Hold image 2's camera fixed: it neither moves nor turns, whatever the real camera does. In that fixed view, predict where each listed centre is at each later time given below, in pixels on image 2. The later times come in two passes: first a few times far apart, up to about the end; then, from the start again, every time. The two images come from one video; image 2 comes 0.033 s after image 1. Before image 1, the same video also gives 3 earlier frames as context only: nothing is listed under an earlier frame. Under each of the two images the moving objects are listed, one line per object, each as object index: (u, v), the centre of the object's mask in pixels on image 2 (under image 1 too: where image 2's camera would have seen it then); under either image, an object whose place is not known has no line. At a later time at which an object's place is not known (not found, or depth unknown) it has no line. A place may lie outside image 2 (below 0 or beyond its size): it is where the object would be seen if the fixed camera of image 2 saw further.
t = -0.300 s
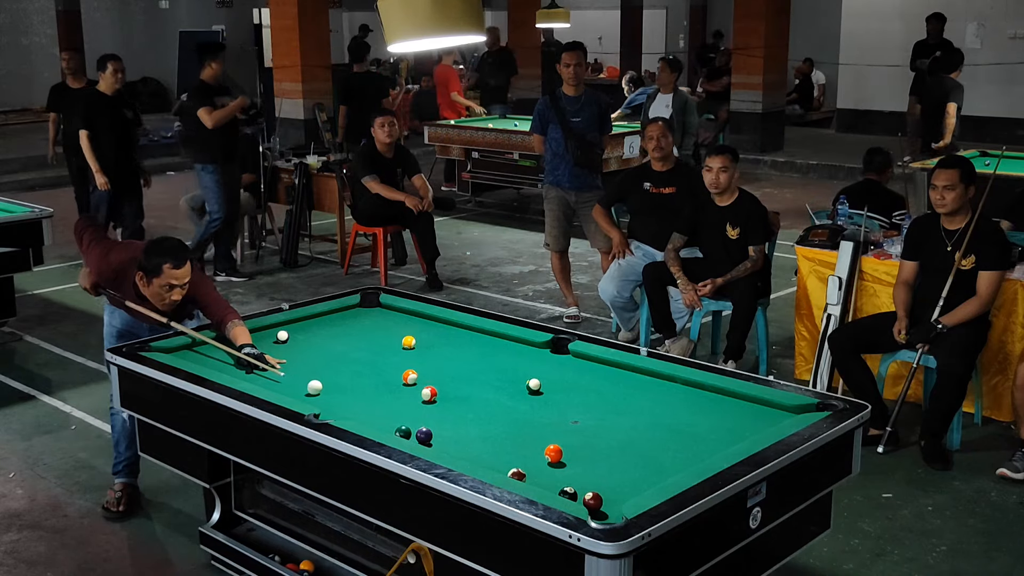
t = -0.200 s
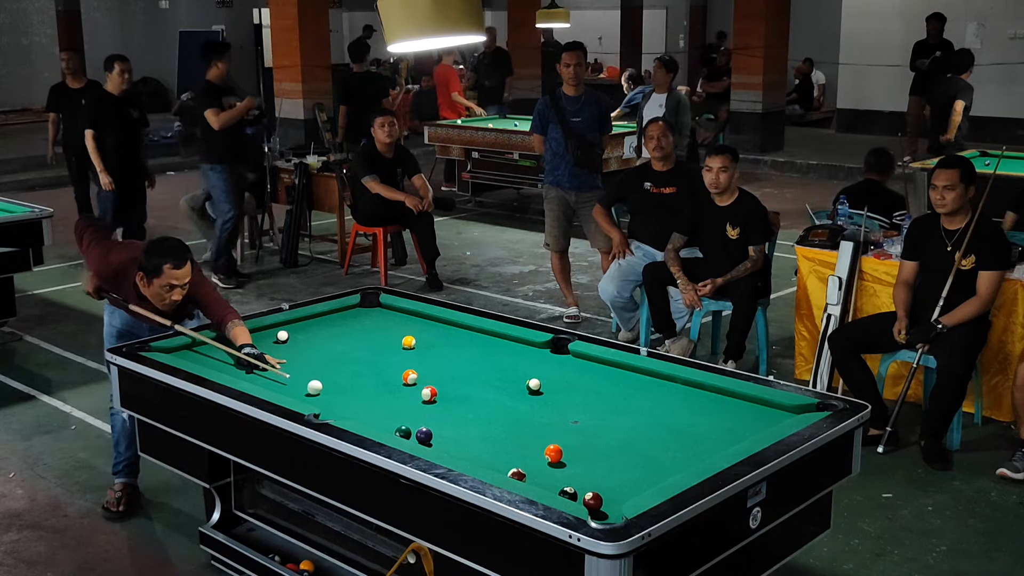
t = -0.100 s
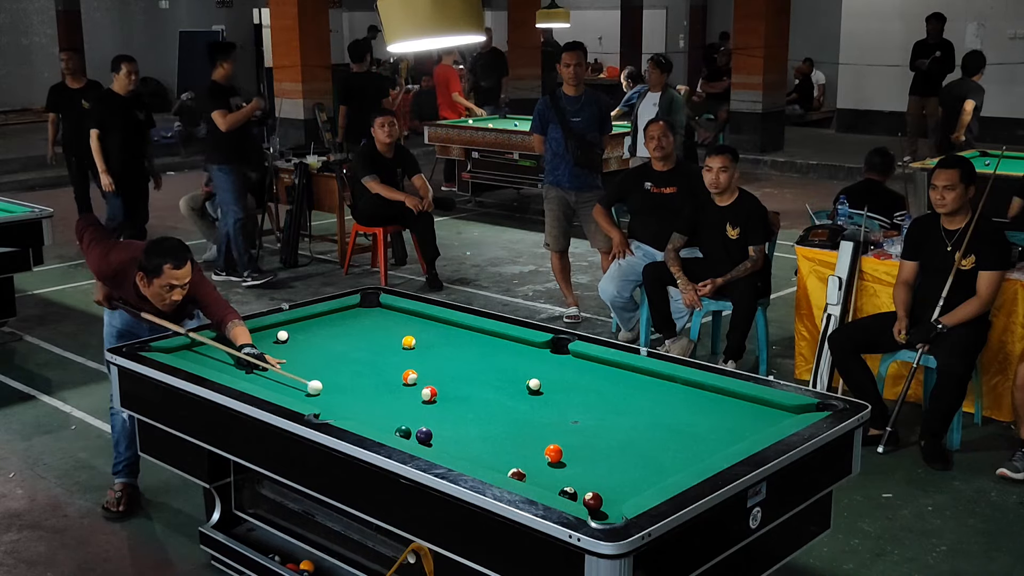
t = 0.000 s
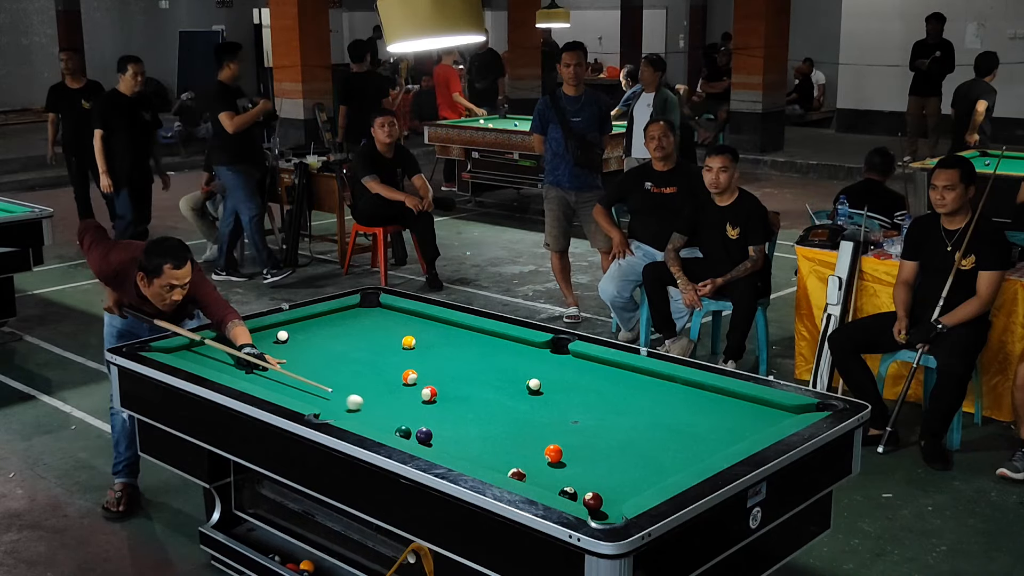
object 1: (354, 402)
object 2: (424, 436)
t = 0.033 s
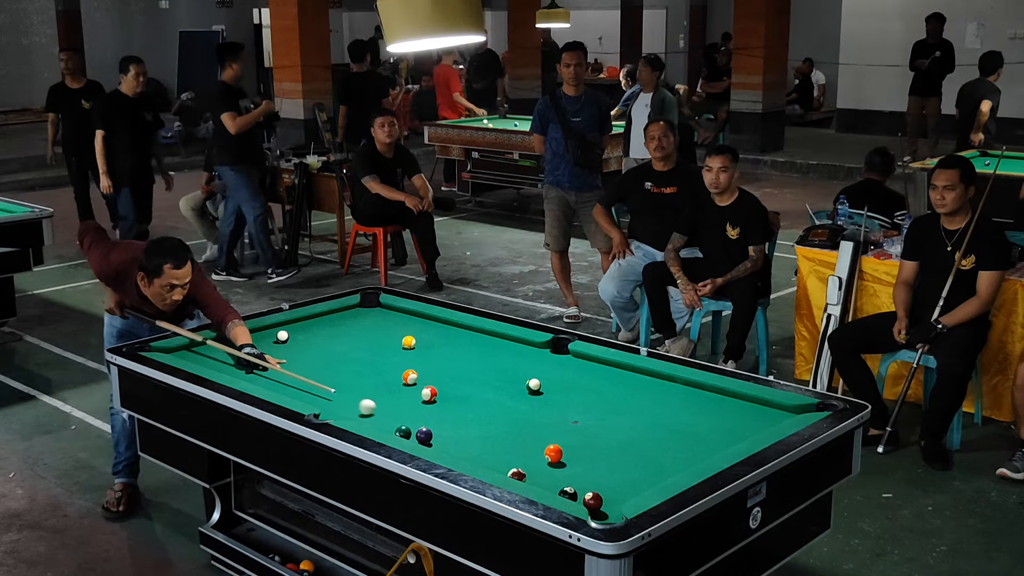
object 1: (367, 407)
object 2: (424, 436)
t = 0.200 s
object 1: (432, 427)
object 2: (424, 436)
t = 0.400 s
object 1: (522, 439)
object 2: (437, 443)
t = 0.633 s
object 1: (633, 453)
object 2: (468, 442)
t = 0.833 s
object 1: (691, 454)
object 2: (493, 441)
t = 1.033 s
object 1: (660, 431)
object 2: (515, 440)
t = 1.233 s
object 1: (634, 411)
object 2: (536, 439)
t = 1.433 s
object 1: (610, 394)
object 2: (554, 437)
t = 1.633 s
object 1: (590, 378)
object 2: (571, 438)
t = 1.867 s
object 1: (569, 363)
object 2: (587, 437)
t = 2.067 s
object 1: (554, 351)
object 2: (599, 437)
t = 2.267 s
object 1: (546, 348)
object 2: (609, 437)
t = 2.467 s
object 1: (547, 355)
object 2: (618, 436)
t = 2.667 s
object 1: (548, 362)
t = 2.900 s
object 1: (549, 370)
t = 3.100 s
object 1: (549, 376)
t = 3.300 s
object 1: (550, 382)
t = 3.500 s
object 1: (550, 387)
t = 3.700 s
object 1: (550, 392)
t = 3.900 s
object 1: (550, 397)
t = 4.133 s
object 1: (550, 401)
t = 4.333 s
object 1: (550, 405)
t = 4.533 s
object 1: (549, 408)
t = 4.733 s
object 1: (549, 410)
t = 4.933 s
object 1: (549, 411)
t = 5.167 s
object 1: (549, 412)
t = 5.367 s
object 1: (549, 412)
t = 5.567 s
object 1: (549, 412)
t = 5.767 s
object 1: (549, 412)
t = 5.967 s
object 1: (549, 412)
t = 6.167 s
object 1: (549, 412)
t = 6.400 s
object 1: (549, 412)
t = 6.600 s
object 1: (549, 412)
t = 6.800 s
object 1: (549, 412)
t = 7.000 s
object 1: (549, 412)
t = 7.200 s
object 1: (549, 412)
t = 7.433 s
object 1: (549, 412)
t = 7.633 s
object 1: (549, 412)
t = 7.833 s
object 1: (549, 412)
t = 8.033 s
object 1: (549, 412)
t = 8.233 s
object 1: (549, 412)
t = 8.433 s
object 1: (549, 412)
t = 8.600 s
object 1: (549, 412)
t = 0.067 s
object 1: (379, 411)
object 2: (424, 436)
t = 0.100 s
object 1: (392, 416)
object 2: (424, 436)
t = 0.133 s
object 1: (404, 419)
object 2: (424, 436)
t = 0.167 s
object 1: (417, 424)
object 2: (424, 436)
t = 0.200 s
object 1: (432, 427)
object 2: (424, 436)
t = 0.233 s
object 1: (446, 430)
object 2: (422, 438)
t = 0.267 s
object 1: (461, 432)
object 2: (421, 440)
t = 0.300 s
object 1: (477, 434)
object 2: (423, 441)
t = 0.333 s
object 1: (492, 436)
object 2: (428, 441)
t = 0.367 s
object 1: (507, 437)
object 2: (432, 442)
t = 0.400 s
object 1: (522, 439)
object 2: (437, 443)
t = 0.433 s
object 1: (538, 441)
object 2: (441, 443)
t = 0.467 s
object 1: (553, 441)
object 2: (446, 443)
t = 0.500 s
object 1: (569, 445)
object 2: (450, 443)
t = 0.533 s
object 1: (585, 447)
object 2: (455, 442)
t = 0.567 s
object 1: (601, 449)
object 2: (459, 442)
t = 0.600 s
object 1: (617, 451)
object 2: (464, 442)
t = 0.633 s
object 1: (633, 453)
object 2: (468, 442)
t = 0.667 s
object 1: (649, 455)
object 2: (473, 441)
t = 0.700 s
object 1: (665, 457)
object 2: (477, 441)
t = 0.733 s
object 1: (681, 459)
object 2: (481, 441)
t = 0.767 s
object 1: (697, 459)
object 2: (485, 441)
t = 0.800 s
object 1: (697, 457)
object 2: (489, 441)
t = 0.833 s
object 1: (691, 454)
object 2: (493, 441)
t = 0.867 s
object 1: (686, 450)
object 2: (497, 440)
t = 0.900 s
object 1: (680, 446)
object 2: (501, 440)
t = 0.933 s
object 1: (675, 442)
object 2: (505, 440)
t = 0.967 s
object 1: (670, 438)
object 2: (508, 440)
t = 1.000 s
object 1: (665, 435)
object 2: (512, 440)
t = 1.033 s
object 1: (660, 431)
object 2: (515, 440)
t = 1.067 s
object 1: (656, 428)
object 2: (519, 440)
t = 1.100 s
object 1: (651, 424)
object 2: (523, 439)
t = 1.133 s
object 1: (646, 421)
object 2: (526, 439)
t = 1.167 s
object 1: (642, 417)
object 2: (529, 439)
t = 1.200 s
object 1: (638, 414)
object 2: (533, 439)
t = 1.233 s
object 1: (634, 411)
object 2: (536, 439)
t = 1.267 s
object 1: (629, 408)
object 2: (539, 439)
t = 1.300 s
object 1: (625, 405)
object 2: (542, 439)
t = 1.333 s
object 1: (622, 402)
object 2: (545, 438)
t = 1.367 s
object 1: (618, 399)
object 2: (548, 438)
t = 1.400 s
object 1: (614, 396)
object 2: (551, 437)
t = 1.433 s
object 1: (610, 394)
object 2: (554, 437)
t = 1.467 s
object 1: (607, 391)
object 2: (557, 437)
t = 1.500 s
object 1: (603, 388)
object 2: (560, 438)
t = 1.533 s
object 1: (600, 386)
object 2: (563, 438)
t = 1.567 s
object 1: (596, 383)
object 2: (565, 438)
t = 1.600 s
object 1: (593, 381)
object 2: (568, 438)
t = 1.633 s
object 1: (590, 378)
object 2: (571, 438)
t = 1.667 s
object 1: (586, 376)
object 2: (573, 438)
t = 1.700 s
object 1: (584, 374)
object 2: (576, 437)
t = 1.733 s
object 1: (580, 371)
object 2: (578, 437)
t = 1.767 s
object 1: (577, 369)
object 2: (580, 437)
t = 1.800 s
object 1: (575, 367)
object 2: (583, 437)
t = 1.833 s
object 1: (572, 365)
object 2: (585, 437)
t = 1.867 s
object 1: (569, 363)
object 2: (587, 437)
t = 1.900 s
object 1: (566, 361)
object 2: (589, 437)
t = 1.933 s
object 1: (564, 359)
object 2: (592, 437)
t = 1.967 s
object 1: (561, 357)
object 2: (594, 437)
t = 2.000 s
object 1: (559, 355)
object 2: (596, 437)
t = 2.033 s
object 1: (556, 353)
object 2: (597, 437)
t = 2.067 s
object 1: (554, 351)
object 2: (599, 437)
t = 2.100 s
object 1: (551, 349)
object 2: (601, 437)
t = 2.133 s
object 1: (549, 347)
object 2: (603, 437)
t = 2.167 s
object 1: (546, 345)
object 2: (605, 437)
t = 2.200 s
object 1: (546, 345)
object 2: (606, 437)
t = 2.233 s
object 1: (546, 347)
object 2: (608, 437)
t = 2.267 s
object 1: (546, 348)
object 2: (609, 437)
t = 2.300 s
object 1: (547, 349)
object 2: (611, 437)
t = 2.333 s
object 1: (547, 351)
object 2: (612, 437)
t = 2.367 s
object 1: (547, 352)
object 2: (614, 437)
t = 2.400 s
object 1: (547, 353)
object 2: (615, 437)
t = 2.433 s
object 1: (547, 354)
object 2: (617, 437)
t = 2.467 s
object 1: (547, 355)
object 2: (618, 436)
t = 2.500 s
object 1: (547, 356)
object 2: (619, 436)
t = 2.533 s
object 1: (547, 358)
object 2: (620, 436)
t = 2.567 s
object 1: (548, 358)
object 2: (621, 436)
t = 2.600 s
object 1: (548, 360)
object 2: (623, 436)
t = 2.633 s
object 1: (548, 361)
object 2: (624, 436)
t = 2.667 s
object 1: (548, 362)
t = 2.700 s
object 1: (548, 363)
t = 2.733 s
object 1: (548, 364)
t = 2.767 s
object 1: (548, 366)
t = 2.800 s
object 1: (549, 367)
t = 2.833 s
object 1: (549, 368)
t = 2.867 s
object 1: (549, 369)
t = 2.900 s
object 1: (549, 370)
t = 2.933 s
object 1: (549, 371)
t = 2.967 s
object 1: (549, 372)
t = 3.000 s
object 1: (549, 373)
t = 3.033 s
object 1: (549, 374)
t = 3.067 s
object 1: (549, 375)
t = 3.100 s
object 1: (549, 376)
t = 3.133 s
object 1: (549, 377)
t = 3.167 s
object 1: (549, 378)
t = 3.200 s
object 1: (549, 379)
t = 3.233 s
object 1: (550, 380)
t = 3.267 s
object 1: (549, 381)
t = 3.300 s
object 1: (550, 382)
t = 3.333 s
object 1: (550, 383)
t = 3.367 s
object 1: (550, 383)
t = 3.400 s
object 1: (550, 384)
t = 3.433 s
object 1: (550, 385)
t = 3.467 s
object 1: (550, 386)
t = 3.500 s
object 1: (550, 387)
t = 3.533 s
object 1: (550, 388)
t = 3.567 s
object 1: (550, 389)
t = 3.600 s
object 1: (550, 390)
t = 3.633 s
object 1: (550, 391)
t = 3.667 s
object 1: (550, 391)
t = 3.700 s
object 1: (550, 392)
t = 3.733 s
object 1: (550, 393)
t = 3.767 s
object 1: (550, 394)
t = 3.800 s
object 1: (550, 394)
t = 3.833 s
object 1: (550, 395)
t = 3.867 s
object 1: (550, 396)
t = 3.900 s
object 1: (550, 397)
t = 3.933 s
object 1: (550, 397)
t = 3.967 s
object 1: (550, 398)
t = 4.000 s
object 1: (550, 399)
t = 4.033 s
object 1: (550, 400)
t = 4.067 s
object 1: (550, 400)
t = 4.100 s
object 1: (550, 401)
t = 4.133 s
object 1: (550, 401)
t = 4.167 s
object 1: (550, 402)
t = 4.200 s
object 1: (550, 402)
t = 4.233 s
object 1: (550, 403)
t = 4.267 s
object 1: (550, 404)
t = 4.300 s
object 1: (550, 404)
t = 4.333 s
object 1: (550, 405)
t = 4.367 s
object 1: (550, 405)
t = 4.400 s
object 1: (550, 406)
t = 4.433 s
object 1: (550, 406)
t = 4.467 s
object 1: (550, 406)
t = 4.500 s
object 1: (549, 407)
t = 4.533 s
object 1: (549, 408)
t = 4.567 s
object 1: (549, 408)
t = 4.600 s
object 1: (549, 408)
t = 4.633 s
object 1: (549, 409)
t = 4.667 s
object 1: (549, 409)
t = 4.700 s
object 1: (549, 409)
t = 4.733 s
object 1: (549, 410)
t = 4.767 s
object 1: (549, 410)
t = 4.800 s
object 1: (549, 410)
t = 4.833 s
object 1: (549, 411)
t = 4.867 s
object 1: (549, 411)
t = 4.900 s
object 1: (549, 411)
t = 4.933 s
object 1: (549, 411)
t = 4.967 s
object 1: (549, 411)
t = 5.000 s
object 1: (549, 411)
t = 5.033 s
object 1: (549, 412)
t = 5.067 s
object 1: (549, 412)
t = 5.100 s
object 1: (549, 412)
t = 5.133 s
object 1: (549, 412)
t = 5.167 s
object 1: (549, 412)
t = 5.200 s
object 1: (548, 412)
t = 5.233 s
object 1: (549, 412)
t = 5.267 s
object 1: (549, 412)
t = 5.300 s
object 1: (549, 412)
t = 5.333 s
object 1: (549, 412)
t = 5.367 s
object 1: (549, 412)
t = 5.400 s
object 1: (549, 412)
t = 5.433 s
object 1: (549, 412)
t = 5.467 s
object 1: (549, 412)
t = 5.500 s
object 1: (549, 412)
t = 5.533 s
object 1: (549, 412)
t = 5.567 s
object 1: (549, 412)
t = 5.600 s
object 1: (549, 412)
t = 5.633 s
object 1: (549, 412)
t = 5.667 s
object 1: (549, 412)
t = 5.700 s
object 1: (549, 412)
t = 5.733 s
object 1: (549, 412)
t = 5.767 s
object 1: (549, 412)
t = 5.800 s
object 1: (549, 412)
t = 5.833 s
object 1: (549, 412)
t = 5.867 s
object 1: (549, 412)
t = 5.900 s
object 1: (549, 412)
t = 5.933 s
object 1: (549, 412)
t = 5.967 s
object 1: (549, 412)
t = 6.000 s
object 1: (549, 412)
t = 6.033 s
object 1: (549, 412)
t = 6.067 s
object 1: (549, 412)
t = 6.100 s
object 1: (549, 412)
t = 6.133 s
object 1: (549, 412)
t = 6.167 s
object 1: (549, 412)
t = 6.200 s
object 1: (549, 412)
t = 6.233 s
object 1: (549, 412)
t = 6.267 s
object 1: (549, 412)
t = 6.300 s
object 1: (549, 412)
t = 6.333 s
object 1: (549, 412)
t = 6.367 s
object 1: (549, 412)
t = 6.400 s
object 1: (549, 412)
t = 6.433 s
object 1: (549, 412)
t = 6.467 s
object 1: (549, 412)
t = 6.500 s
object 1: (549, 412)
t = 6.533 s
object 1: (549, 412)
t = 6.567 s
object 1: (549, 412)
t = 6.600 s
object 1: (549, 412)
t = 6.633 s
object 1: (549, 412)
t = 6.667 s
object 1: (549, 412)
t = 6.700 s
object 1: (549, 412)
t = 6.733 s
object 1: (549, 412)
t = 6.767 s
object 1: (549, 412)
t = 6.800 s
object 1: (549, 412)
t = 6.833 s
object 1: (549, 412)
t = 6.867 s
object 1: (549, 412)
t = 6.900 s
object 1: (549, 412)
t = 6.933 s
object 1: (549, 412)
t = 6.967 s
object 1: (549, 412)
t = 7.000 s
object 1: (549, 412)
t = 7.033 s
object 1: (549, 412)
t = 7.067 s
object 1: (549, 412)
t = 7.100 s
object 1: (549, 412)
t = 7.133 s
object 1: (549, 412)
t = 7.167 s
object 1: (549, 412)
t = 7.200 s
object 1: (549, 412)
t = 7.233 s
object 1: (549, 412)
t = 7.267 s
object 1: (549, 412)
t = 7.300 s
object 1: (549, 412)
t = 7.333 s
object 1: (549, 412)
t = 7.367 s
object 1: (549, 412)
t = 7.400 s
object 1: (549, 412)
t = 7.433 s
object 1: (549, 412)
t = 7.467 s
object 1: (549, 412)
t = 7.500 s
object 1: (549, 412)
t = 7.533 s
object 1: (549, 412)
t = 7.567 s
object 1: (549, 412)
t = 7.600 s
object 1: (549, 412)
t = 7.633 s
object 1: (549, 412)
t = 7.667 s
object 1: (549, 412)
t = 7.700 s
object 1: (549, 412)
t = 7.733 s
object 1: (549, 412)
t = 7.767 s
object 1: (549, 412)
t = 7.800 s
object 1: (549, 412)
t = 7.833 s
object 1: (549, 412)
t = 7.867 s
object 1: (549, 412)
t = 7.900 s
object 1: (549, 412)
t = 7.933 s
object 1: (549, 412)
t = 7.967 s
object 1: (549, 412)
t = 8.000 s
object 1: (549, 412)
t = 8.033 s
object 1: (549, 412)
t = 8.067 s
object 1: (549, 412)
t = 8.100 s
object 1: (549, 412)
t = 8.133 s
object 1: (549, 412)
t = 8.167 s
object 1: (549, 412)
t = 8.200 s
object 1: (549, 412)
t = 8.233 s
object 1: (549, 412)
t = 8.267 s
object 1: (549, 412)
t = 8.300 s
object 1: (549, 412)
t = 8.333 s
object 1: (549, 412)
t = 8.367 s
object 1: (549, 412)
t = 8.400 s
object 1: (549, 412)
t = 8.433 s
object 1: (549, 412)
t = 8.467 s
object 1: (549, 412)
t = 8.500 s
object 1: (549, 412)
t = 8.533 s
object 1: (549, 412)
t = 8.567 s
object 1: (549, 412)
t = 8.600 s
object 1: (549, 412)
